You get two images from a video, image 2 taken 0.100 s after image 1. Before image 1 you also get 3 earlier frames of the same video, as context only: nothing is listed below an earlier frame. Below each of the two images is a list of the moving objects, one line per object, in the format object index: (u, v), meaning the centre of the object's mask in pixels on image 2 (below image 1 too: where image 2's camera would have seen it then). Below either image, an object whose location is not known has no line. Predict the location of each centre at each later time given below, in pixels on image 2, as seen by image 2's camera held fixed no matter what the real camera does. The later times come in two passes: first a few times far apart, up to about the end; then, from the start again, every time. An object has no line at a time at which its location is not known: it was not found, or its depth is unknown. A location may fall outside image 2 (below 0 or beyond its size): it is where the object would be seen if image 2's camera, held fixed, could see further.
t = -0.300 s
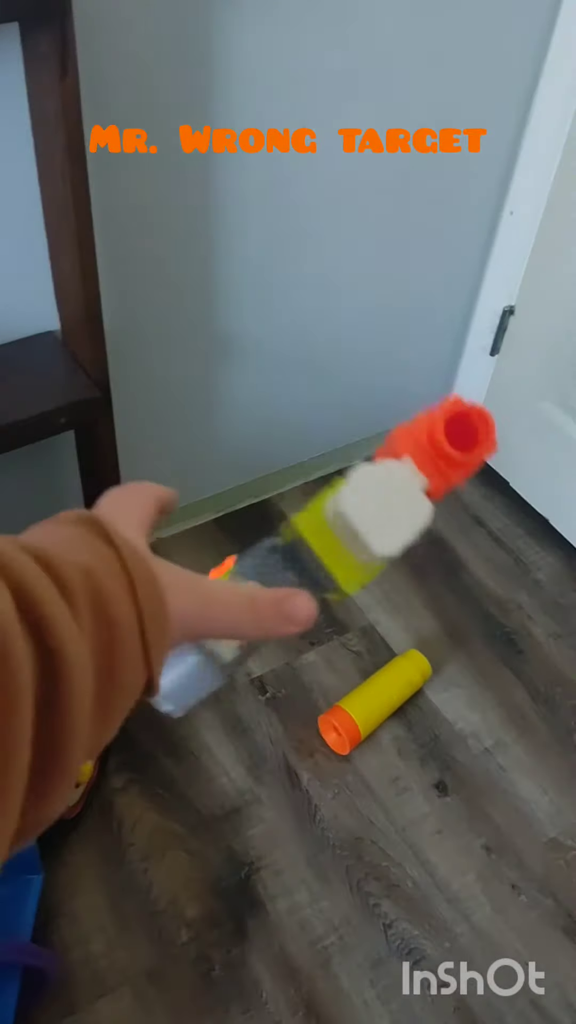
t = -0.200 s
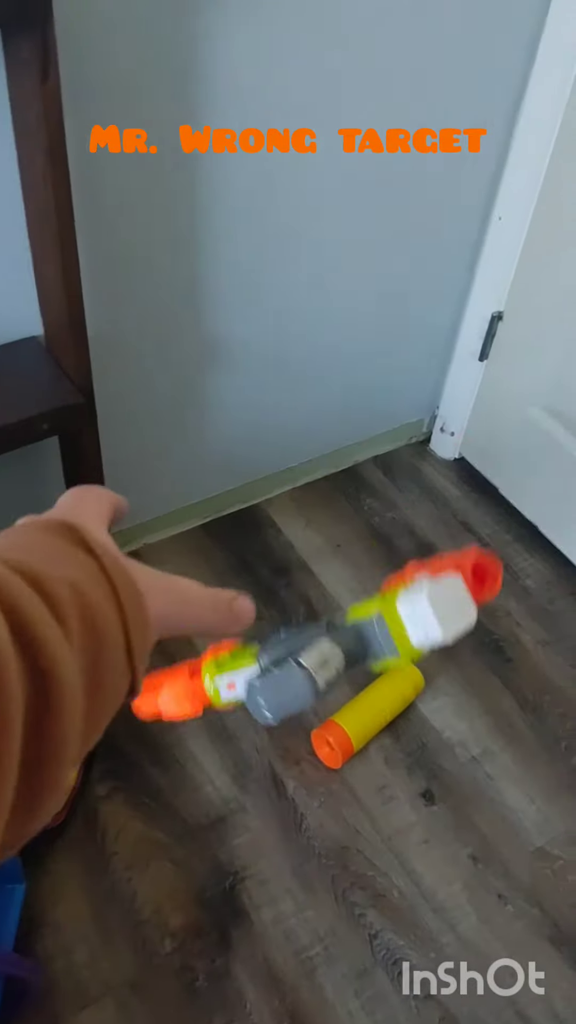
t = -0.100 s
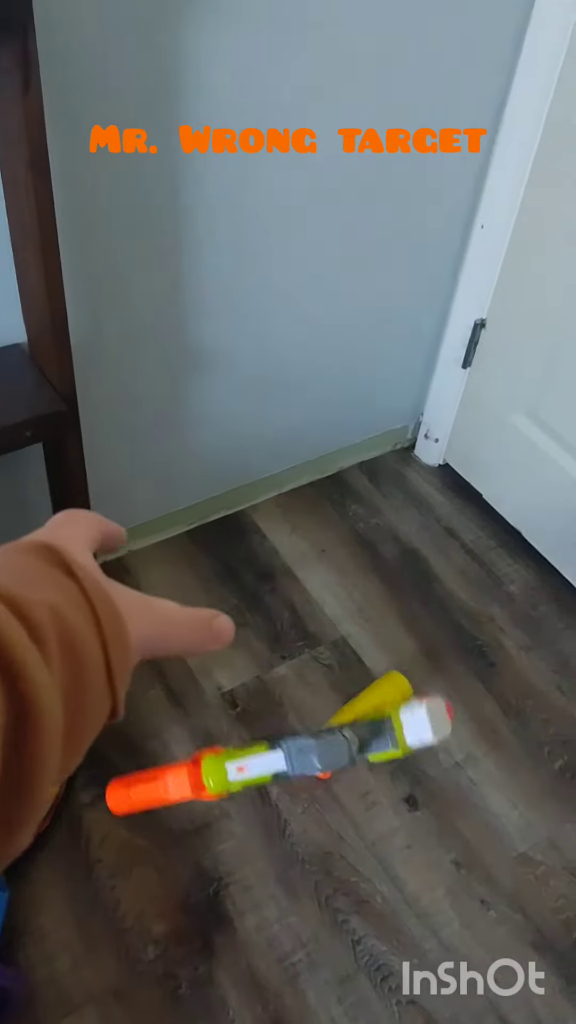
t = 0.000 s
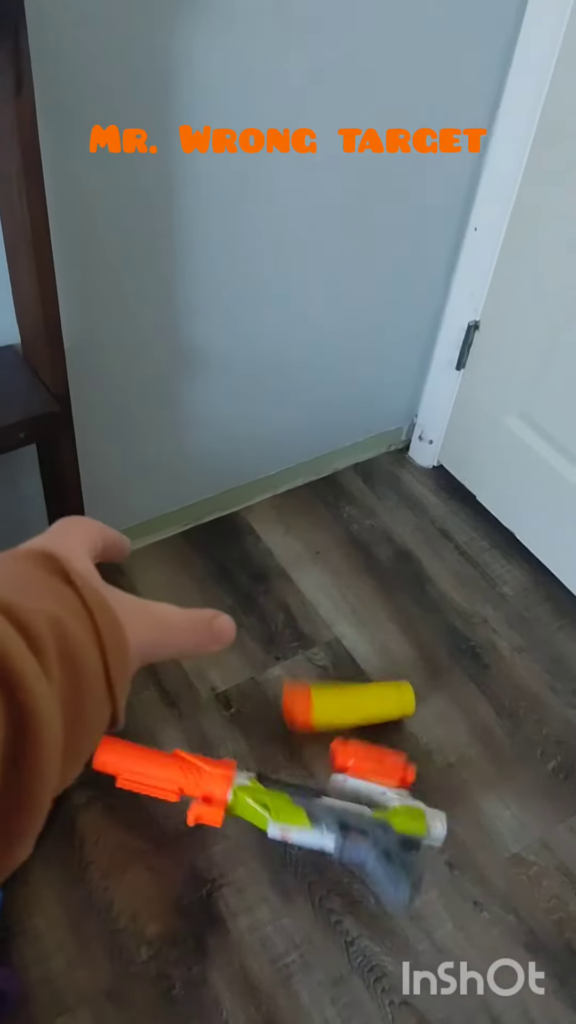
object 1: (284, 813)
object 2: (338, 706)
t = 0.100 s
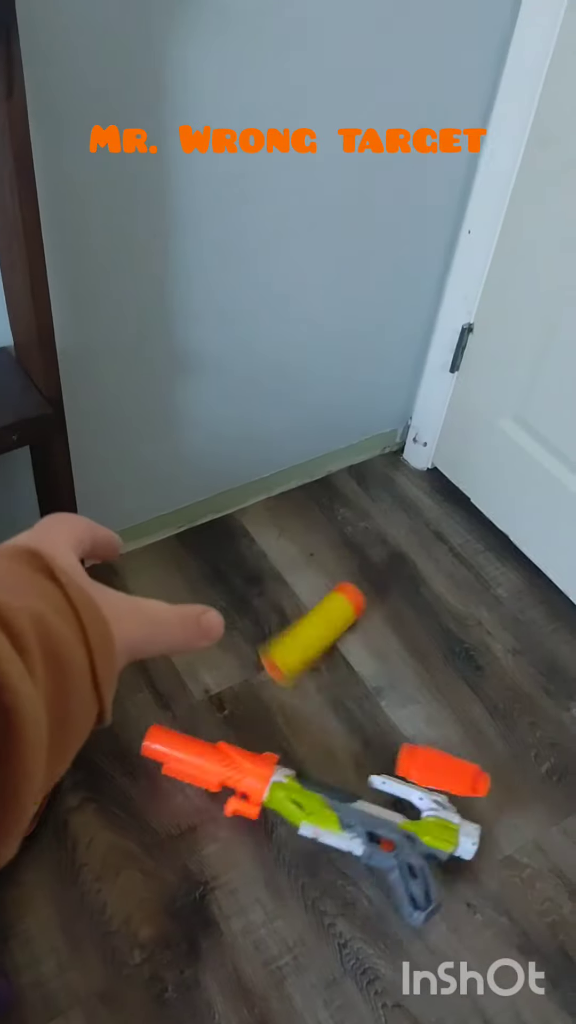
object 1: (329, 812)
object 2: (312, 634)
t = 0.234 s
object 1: (361, 807)
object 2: (278, 559)
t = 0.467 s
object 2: (289, 575)
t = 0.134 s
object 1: (340, 815)
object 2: (306, 611)
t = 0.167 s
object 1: (349, 813)
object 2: (300, 593)
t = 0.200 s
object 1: (350, 811)
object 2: (291, 579)
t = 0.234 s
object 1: (361, 807)
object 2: (278, 559)
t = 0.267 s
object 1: (374, 806)
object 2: (270, 536)
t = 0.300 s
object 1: (388, 807)
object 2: (268, 528)
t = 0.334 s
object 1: (394, 806)
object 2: (270, 538)
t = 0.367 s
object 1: (398, 804)
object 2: (273, 548)
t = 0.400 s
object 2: (278, 558)
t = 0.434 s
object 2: (283, 567)
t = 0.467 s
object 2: (289, 575)
